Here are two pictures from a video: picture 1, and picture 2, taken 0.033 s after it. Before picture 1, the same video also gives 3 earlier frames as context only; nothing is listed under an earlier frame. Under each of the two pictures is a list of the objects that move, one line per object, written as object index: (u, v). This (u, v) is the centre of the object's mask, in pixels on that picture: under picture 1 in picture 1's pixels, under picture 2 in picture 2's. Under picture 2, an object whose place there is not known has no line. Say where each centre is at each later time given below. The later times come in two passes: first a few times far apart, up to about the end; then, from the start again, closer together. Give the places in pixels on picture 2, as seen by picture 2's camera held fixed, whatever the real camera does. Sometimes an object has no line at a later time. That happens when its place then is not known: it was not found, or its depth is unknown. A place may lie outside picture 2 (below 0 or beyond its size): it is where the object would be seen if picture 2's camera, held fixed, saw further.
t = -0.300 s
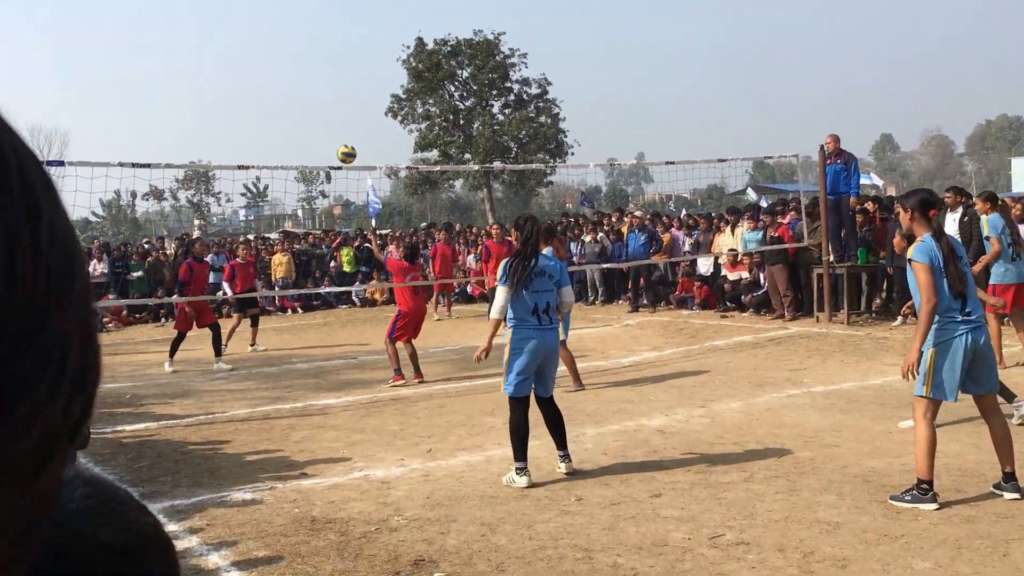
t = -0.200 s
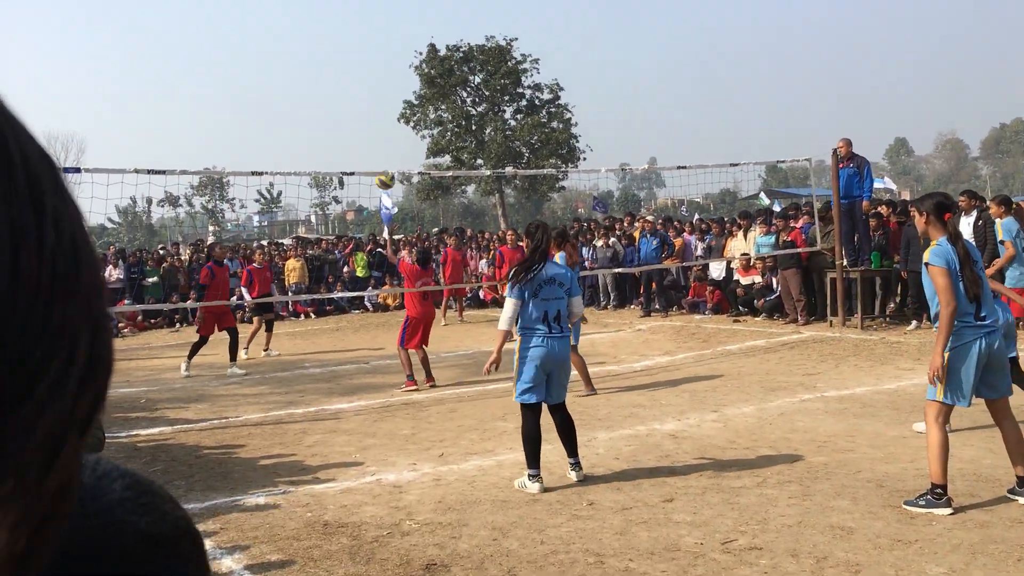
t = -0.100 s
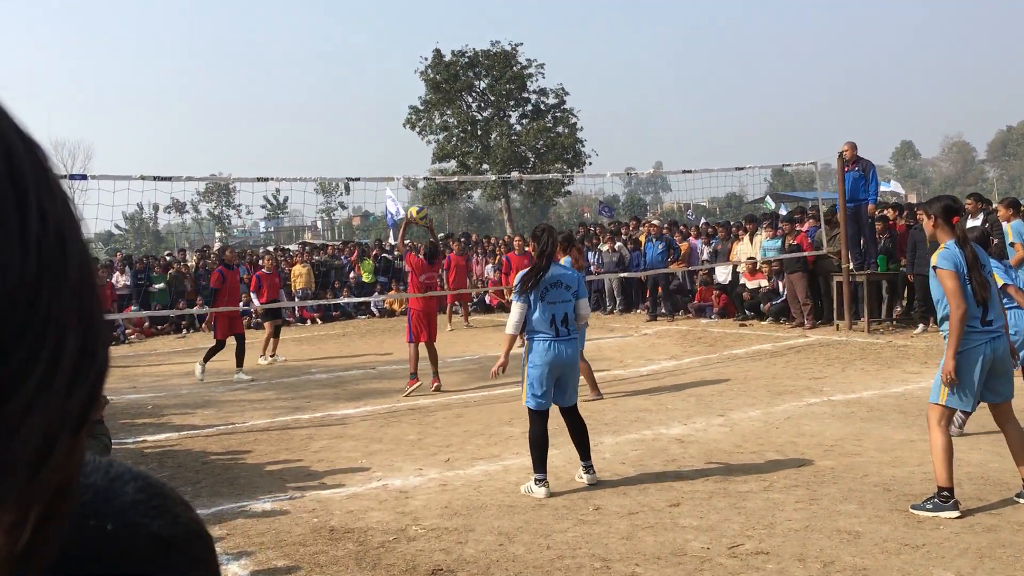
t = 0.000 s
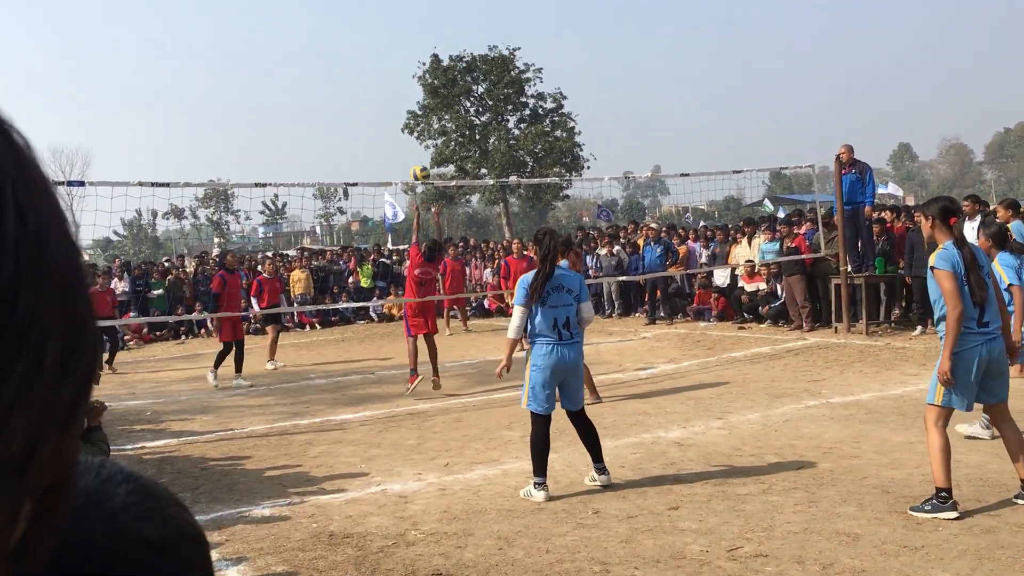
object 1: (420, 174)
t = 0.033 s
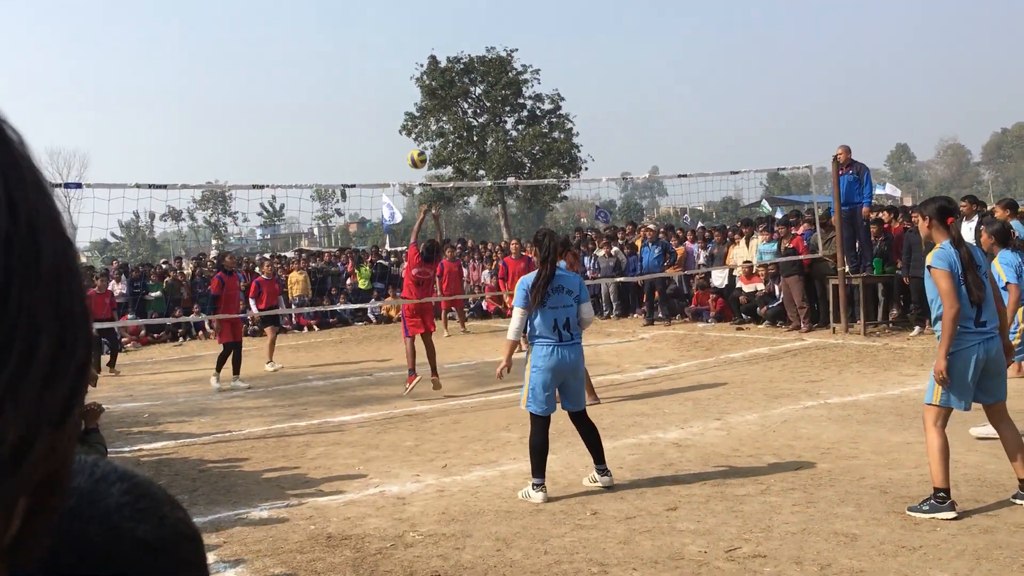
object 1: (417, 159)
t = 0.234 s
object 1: (413, 81)
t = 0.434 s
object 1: (409, 42)
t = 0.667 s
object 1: (408, 43)
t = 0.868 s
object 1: (410, 77)
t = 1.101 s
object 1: (416, 154)
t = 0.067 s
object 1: (416, 143)
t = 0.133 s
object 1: (415, 115)
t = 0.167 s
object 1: (414, 103)
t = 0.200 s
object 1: (413, 92)
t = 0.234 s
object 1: (413, 81)
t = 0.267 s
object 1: (412, 72)
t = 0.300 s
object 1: (412, 64)
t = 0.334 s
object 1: (411, 57)
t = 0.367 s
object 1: (410, 51)
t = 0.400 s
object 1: (410, 46)
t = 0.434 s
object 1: (409, 42)
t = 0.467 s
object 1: (409, 39)
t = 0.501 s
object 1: (409, 37)
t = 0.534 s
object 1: (408, 37)
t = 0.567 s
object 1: (408, 37)
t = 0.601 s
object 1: (408, 38)
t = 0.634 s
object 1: (408, 40)
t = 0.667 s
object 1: (408, 43)
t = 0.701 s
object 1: (408, 46)
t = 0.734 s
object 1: (408, 51)
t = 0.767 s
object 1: (408, 56)
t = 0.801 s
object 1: (409, 62)
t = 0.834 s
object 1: (409, 69)
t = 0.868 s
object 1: (410, 77)
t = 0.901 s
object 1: (411, 86)
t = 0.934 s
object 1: (411, 96)
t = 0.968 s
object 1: (412, 106)
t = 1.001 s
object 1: (412, 117)
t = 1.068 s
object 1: (414, 141)
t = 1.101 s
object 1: (416, 154)
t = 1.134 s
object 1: (417, 168)
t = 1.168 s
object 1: (419, 180)
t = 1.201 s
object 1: (420, 198)
